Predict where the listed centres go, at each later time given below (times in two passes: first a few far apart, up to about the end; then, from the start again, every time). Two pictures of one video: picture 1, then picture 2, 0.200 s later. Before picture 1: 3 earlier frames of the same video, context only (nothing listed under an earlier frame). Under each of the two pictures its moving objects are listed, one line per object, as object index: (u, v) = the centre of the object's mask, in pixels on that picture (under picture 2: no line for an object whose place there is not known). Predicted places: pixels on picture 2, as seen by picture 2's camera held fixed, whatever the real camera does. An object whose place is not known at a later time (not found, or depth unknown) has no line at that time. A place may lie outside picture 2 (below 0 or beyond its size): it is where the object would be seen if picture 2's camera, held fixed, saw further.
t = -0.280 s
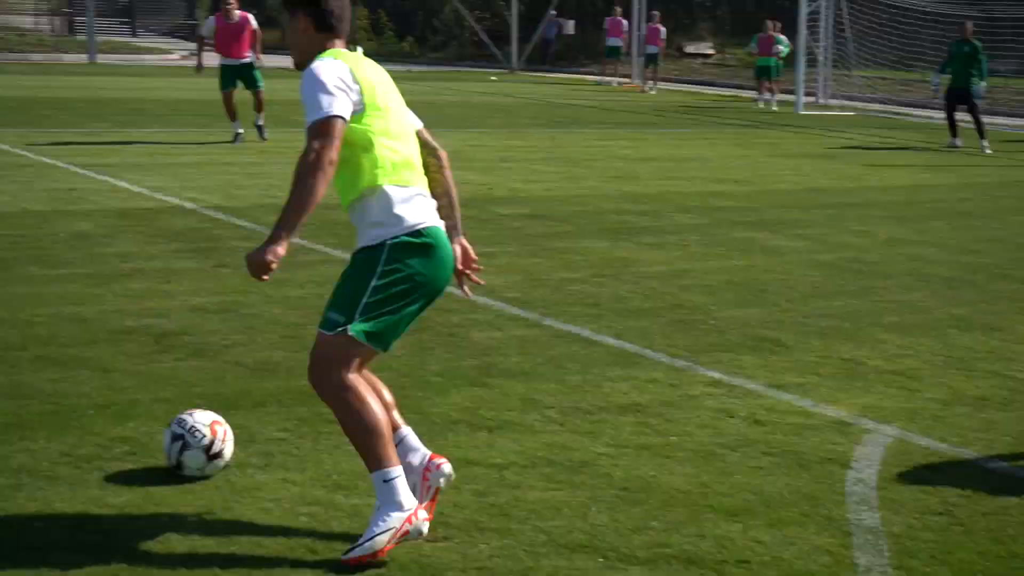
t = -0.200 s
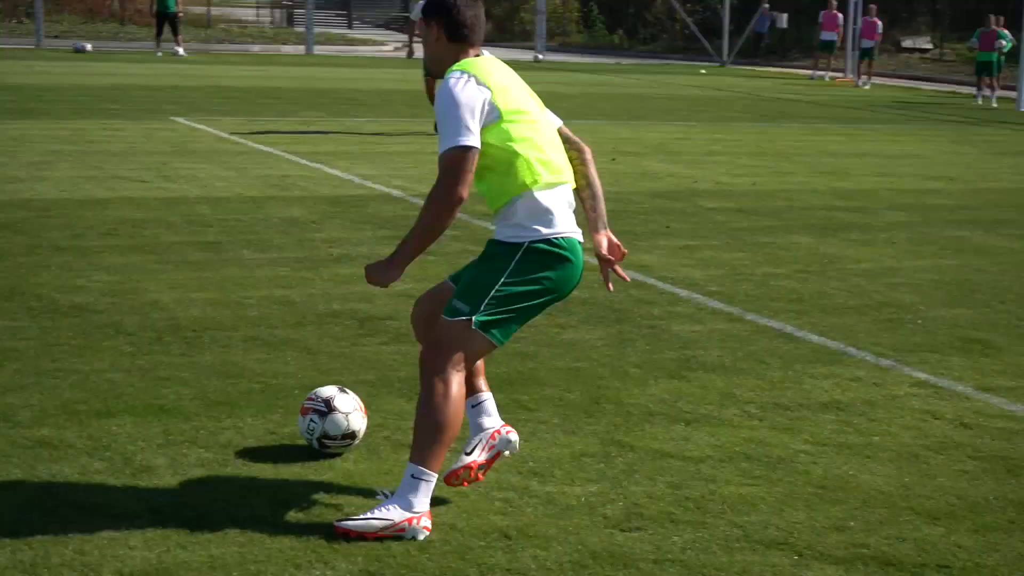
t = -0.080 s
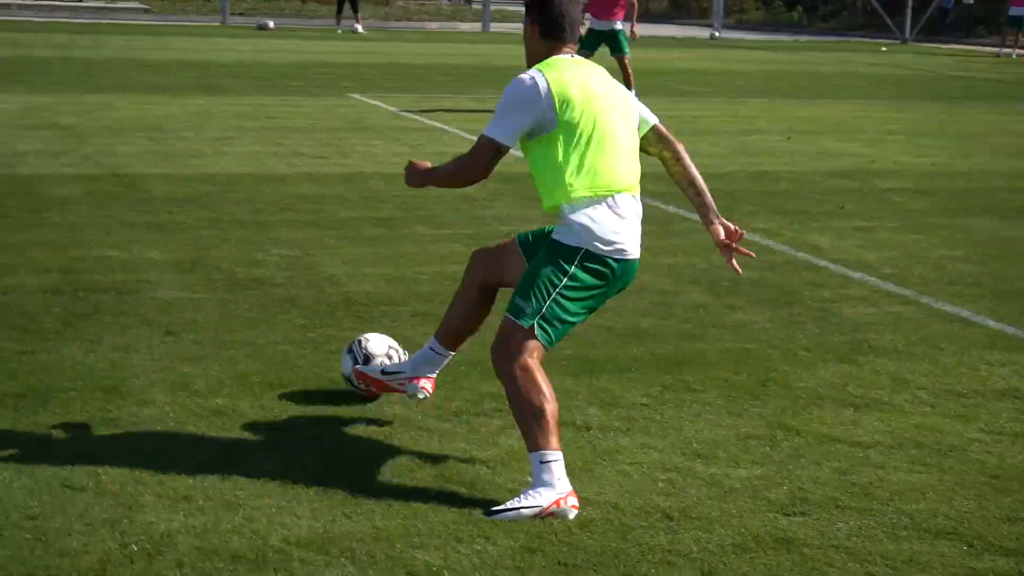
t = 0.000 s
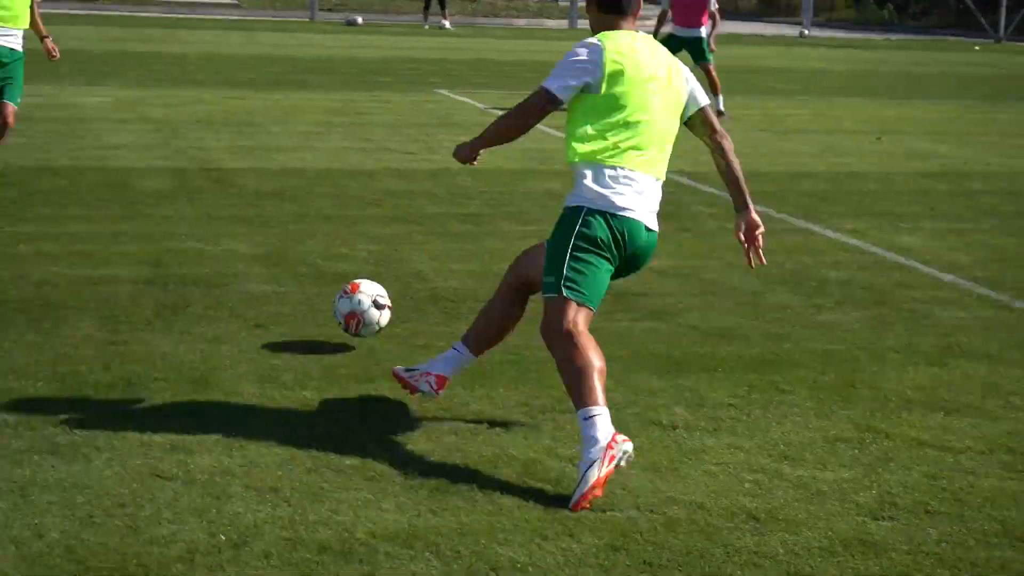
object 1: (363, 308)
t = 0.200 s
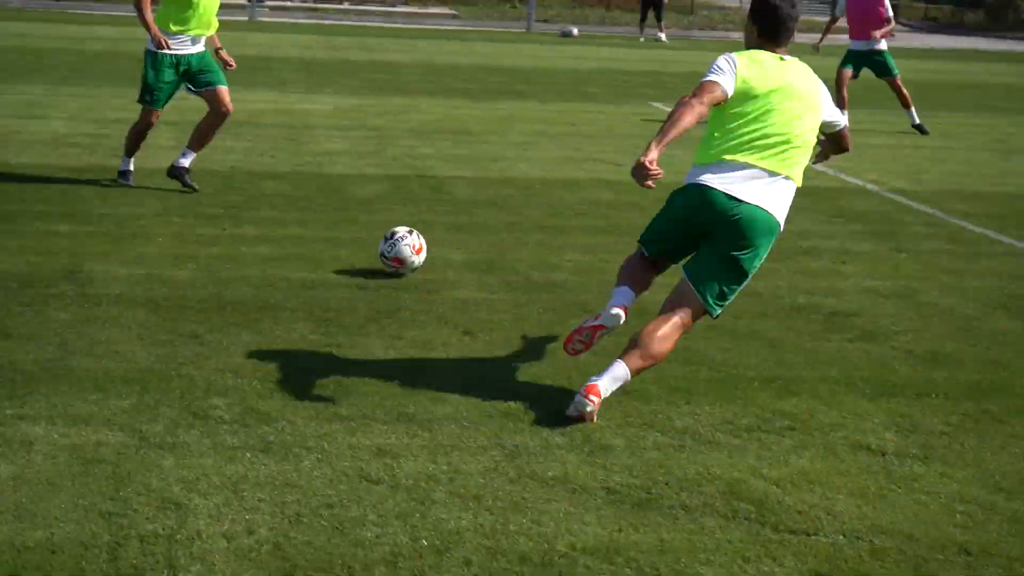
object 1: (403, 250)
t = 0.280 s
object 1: (358, 231)
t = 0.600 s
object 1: (238, 178)
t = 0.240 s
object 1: (379, 239)
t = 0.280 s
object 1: (358, 231)
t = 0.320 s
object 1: (340, 221)
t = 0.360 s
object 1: (322, 212)
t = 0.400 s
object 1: (306, 207)
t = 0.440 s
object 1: (290, 201)
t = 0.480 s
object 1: (276, 191)
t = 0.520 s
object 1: (262, 186)
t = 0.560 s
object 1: (249, 183)
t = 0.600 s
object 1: (238, 178)
